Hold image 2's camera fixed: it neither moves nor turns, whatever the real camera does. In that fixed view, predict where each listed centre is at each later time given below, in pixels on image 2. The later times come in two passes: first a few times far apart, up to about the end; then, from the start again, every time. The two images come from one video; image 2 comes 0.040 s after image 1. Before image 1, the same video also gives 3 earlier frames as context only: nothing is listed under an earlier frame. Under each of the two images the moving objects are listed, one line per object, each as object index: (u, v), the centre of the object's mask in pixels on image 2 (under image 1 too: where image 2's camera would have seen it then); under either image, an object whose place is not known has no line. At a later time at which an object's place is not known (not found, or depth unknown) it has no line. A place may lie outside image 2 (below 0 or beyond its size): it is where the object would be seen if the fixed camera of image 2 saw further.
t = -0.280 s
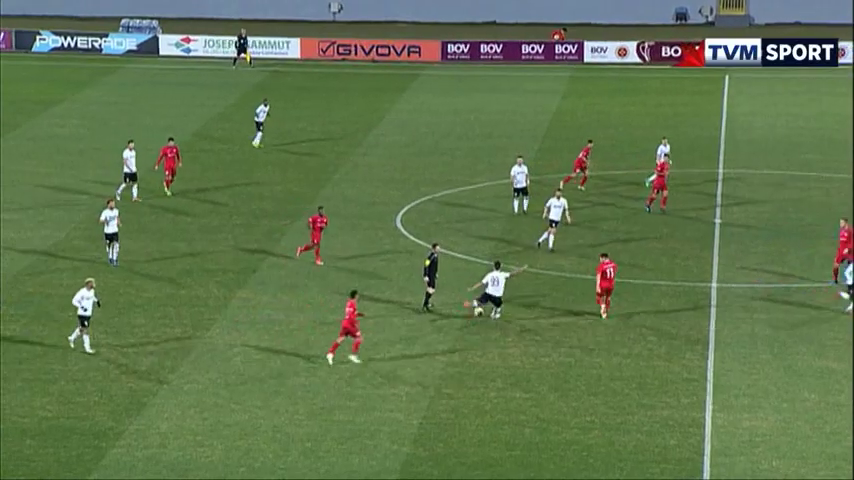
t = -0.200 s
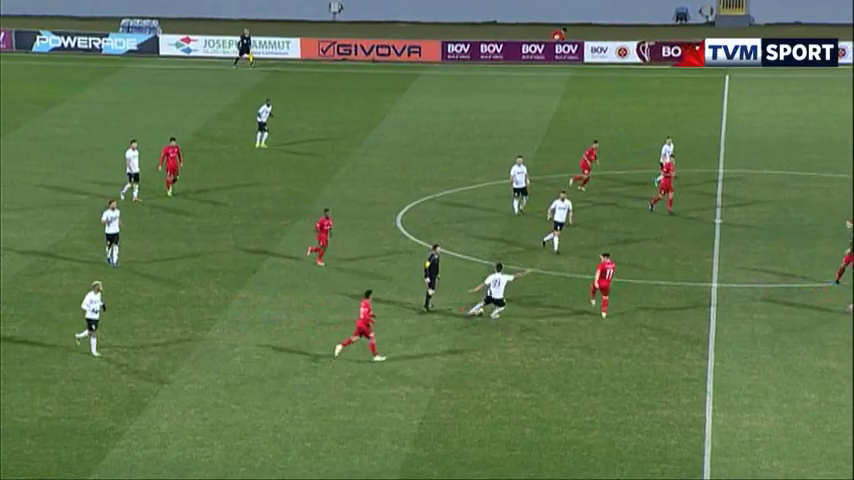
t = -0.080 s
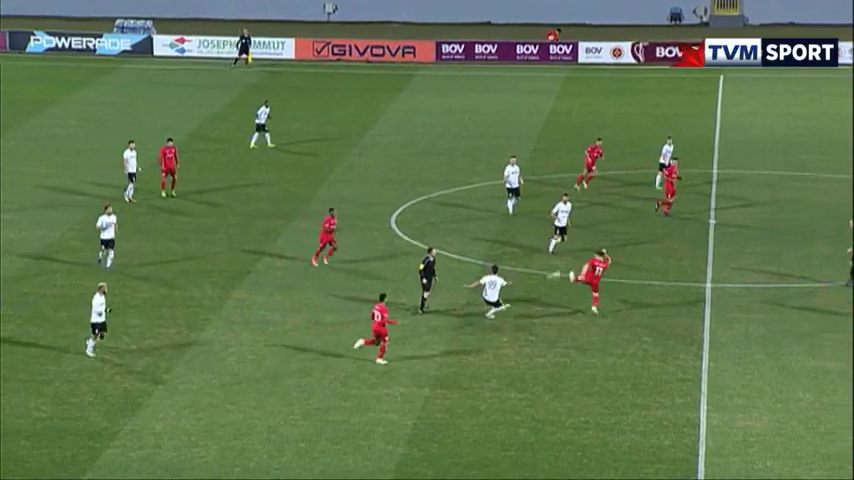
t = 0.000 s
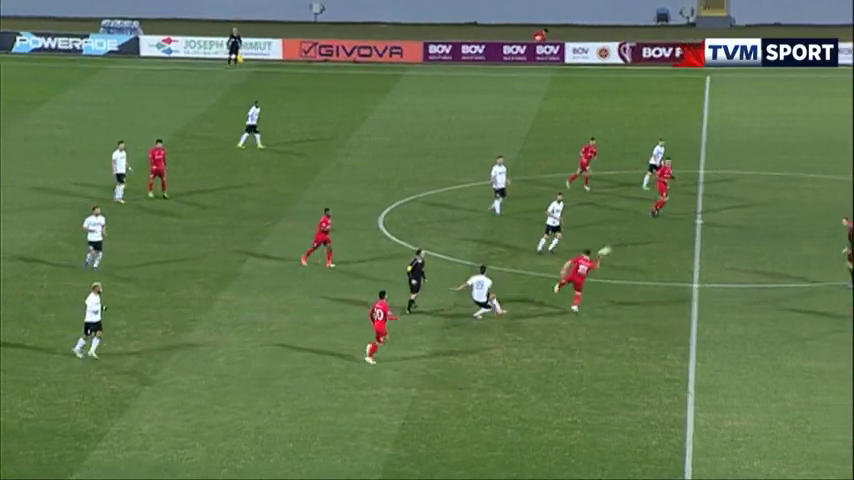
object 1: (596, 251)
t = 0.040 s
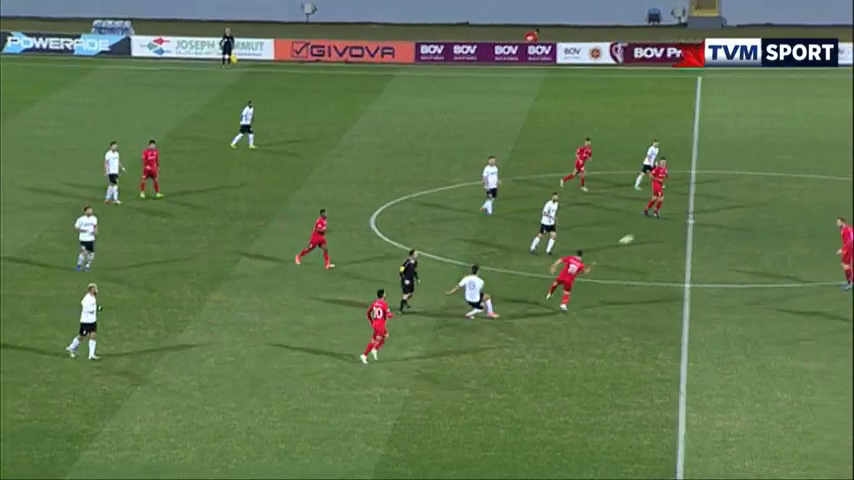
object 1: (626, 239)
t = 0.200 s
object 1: (742, 198)
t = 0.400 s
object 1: (876, 157)
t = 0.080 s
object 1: (656, 228)
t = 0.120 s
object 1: (685, 219)
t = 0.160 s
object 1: (714, 208)
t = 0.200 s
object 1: (742, 198)
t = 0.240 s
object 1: (770, 188)
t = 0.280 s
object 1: (797, 179)
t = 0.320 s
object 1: (824, 171)
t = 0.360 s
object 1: (850, 164)
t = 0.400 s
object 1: (876, 157)
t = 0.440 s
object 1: (903, 150)
